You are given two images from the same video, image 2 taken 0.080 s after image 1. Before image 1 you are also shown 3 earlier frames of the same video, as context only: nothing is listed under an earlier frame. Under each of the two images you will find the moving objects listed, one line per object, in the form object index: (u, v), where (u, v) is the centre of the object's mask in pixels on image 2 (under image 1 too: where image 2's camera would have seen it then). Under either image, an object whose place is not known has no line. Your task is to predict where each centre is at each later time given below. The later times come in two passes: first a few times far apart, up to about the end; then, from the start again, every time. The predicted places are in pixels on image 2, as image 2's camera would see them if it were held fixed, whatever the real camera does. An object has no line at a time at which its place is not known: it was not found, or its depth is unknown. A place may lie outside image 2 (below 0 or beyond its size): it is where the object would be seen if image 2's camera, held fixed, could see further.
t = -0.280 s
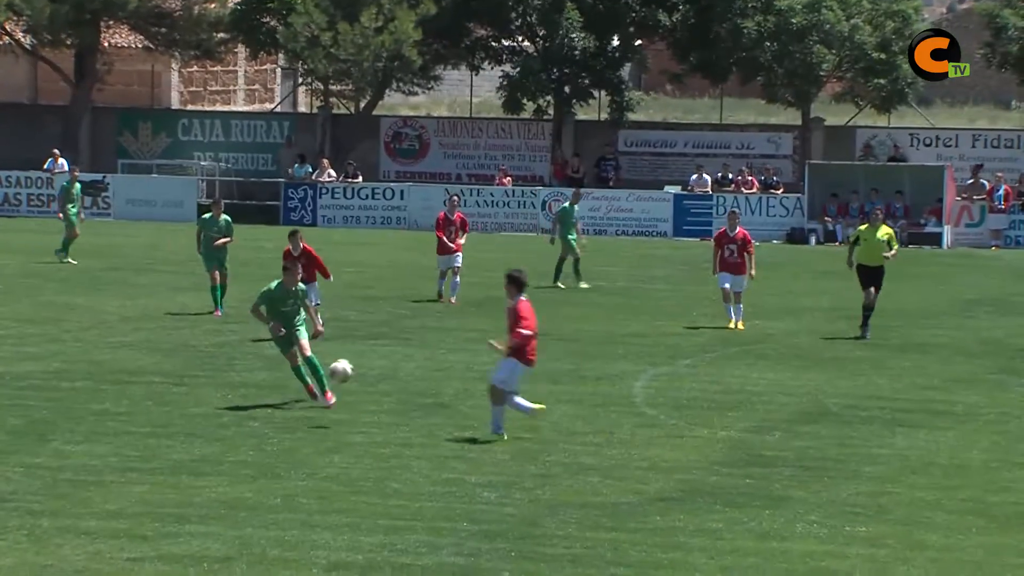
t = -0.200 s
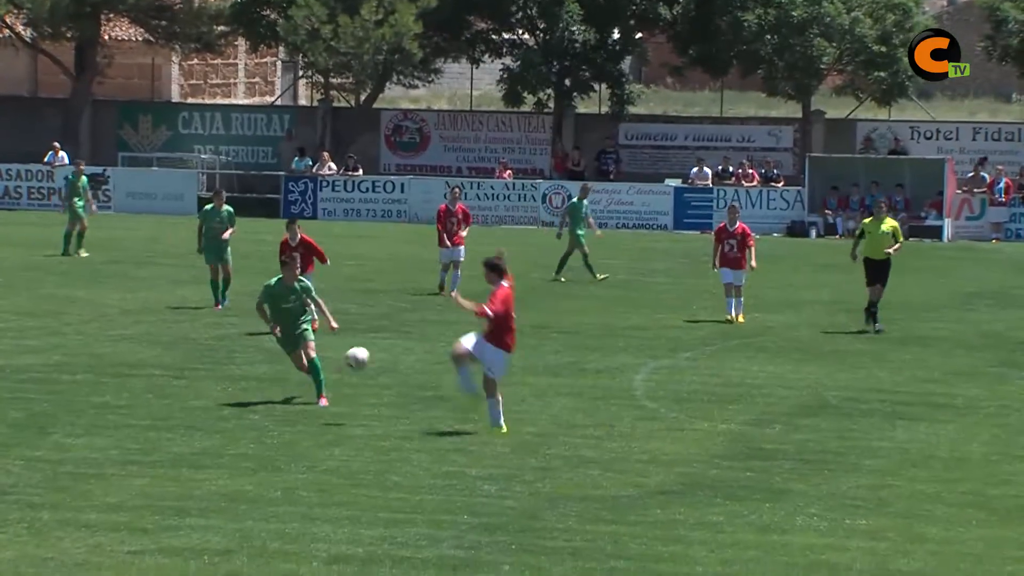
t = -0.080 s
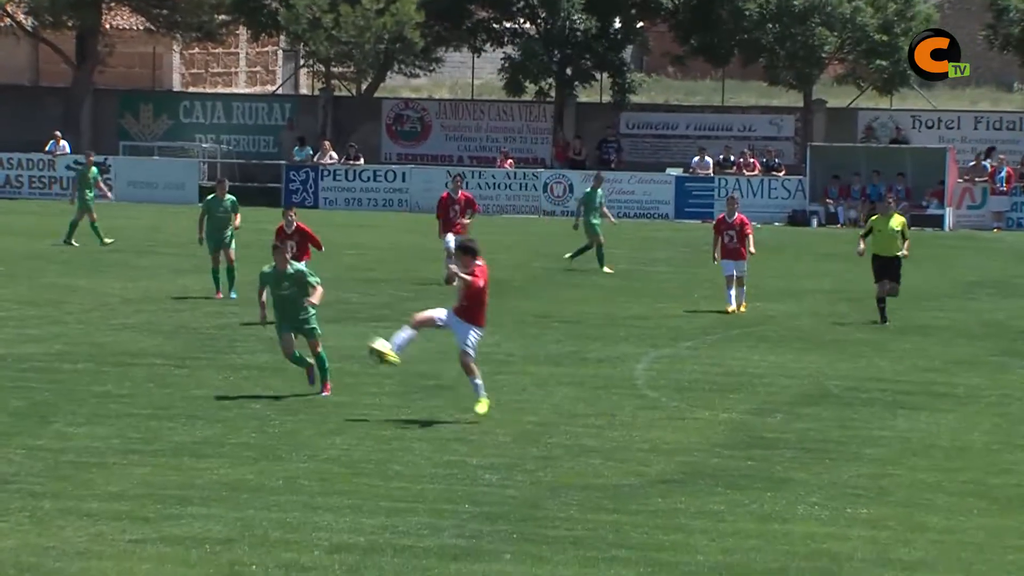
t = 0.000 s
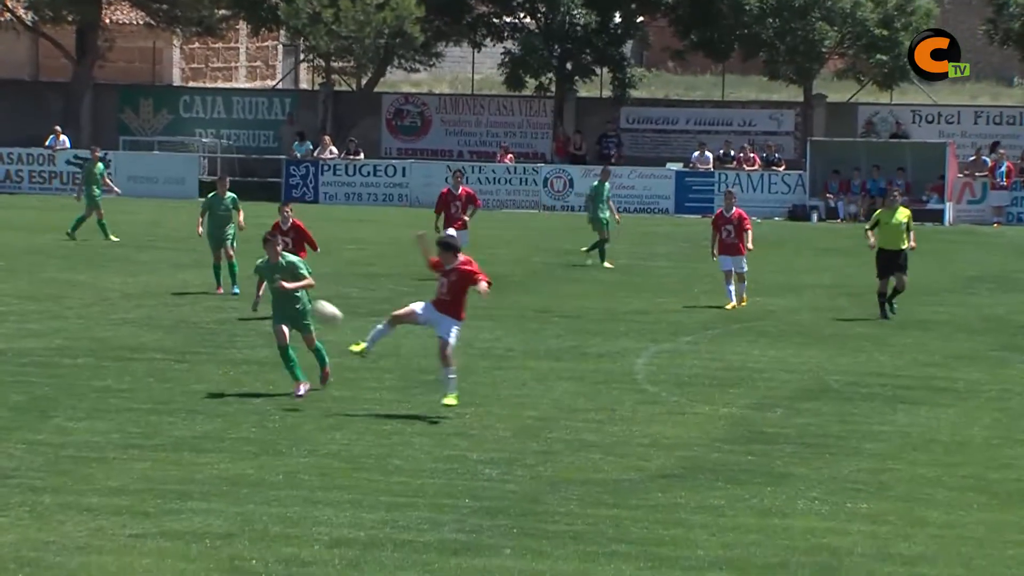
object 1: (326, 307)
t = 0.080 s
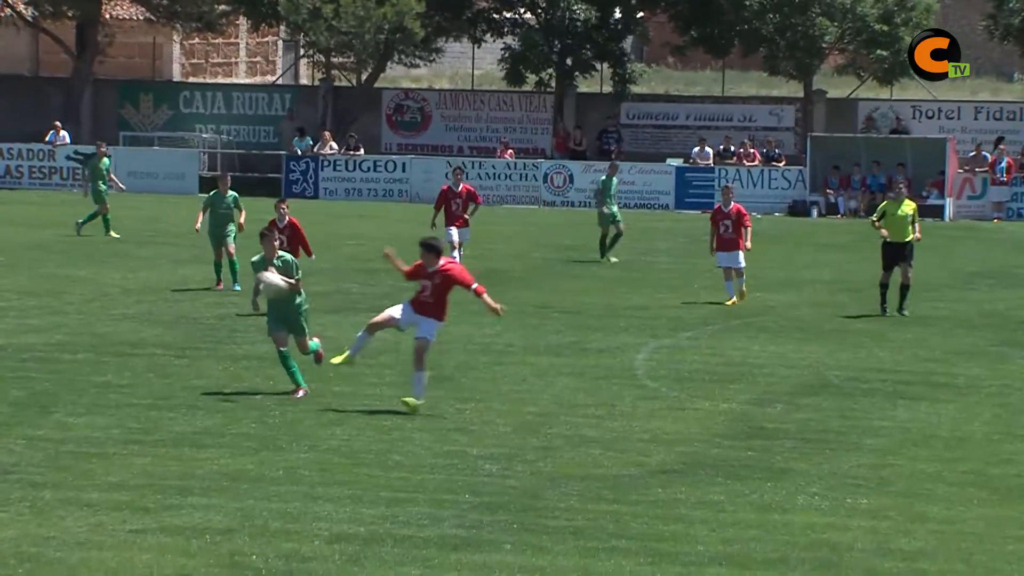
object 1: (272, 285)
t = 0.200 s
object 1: (192, 260)
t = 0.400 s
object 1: (64, 255)
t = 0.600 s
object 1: (-59, 289)
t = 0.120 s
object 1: (244, 274)
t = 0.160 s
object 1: (218, 267)
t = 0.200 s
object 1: (192, 260)
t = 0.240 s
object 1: (167, 256)
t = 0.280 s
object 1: (141, 253)
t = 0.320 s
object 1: (115, 252)
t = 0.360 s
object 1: (90, 253)
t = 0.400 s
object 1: (64, 255)
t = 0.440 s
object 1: (38, 258)
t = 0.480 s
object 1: (13, 263)
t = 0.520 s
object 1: (-11, 270)
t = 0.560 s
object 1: (-36, 279)
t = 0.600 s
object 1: (-59, 289)
